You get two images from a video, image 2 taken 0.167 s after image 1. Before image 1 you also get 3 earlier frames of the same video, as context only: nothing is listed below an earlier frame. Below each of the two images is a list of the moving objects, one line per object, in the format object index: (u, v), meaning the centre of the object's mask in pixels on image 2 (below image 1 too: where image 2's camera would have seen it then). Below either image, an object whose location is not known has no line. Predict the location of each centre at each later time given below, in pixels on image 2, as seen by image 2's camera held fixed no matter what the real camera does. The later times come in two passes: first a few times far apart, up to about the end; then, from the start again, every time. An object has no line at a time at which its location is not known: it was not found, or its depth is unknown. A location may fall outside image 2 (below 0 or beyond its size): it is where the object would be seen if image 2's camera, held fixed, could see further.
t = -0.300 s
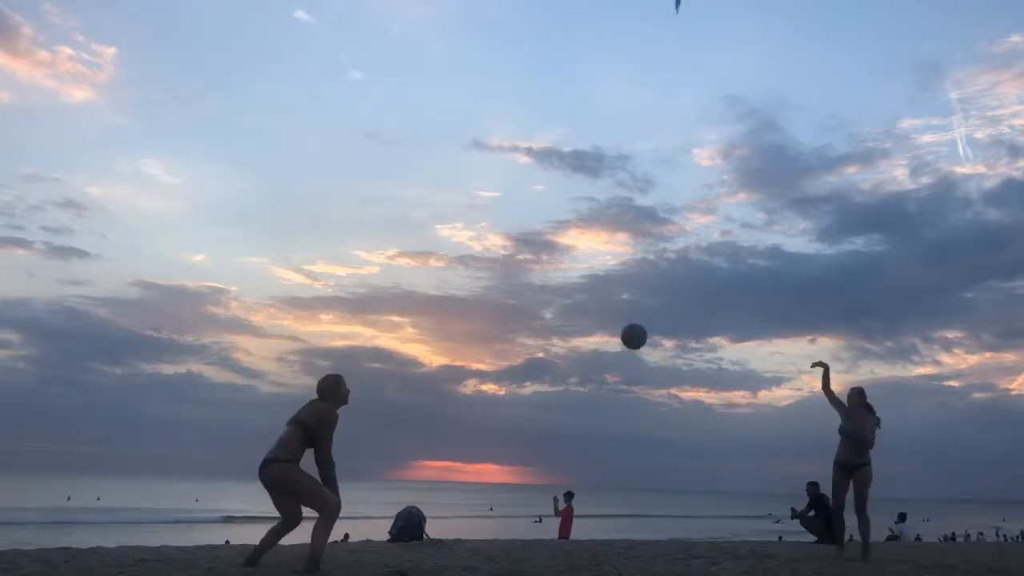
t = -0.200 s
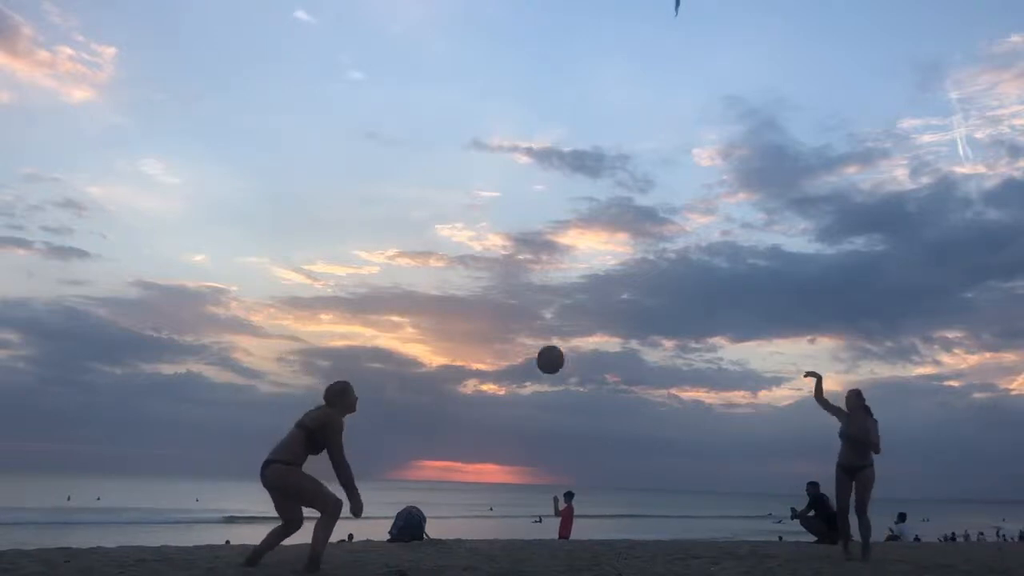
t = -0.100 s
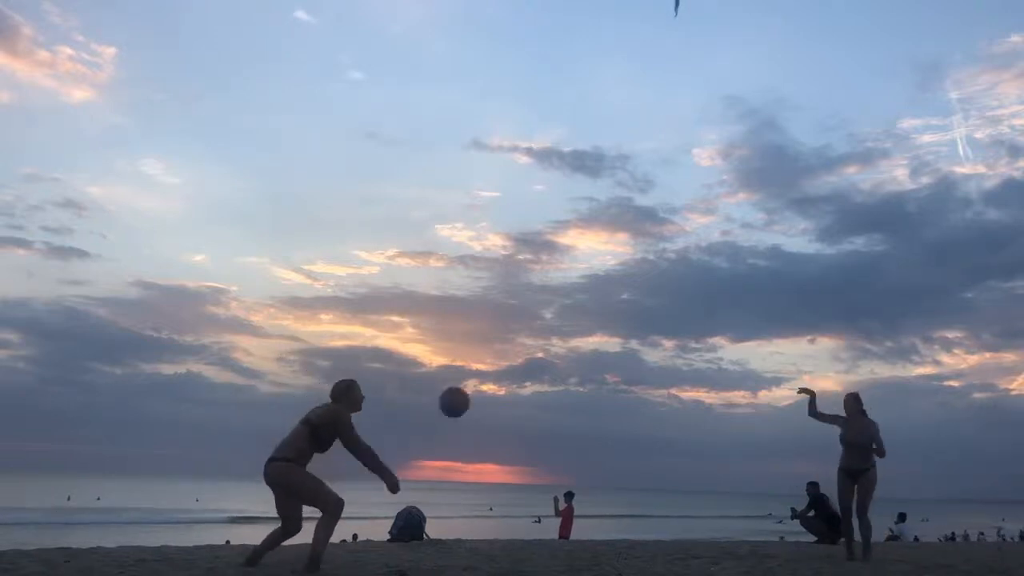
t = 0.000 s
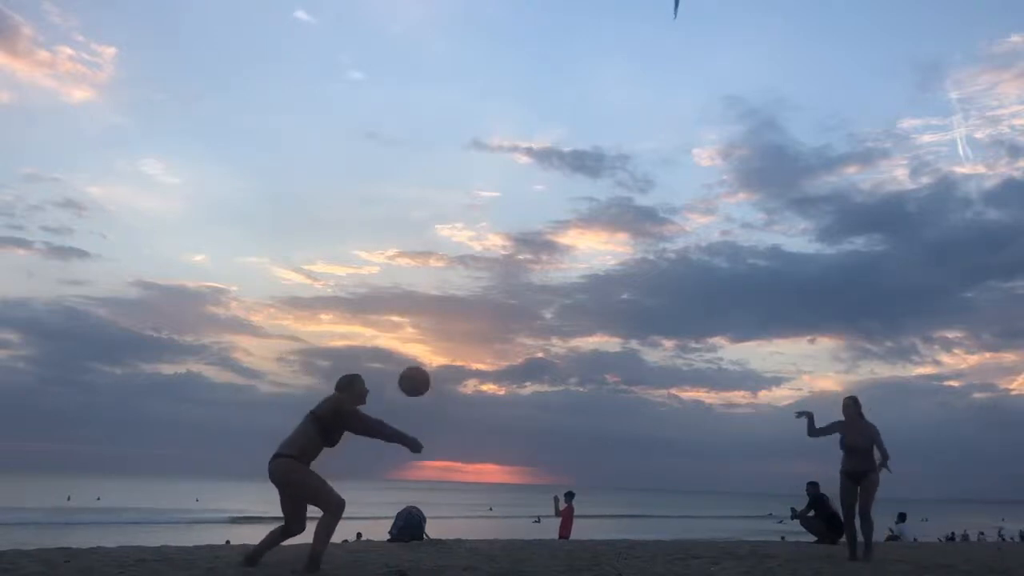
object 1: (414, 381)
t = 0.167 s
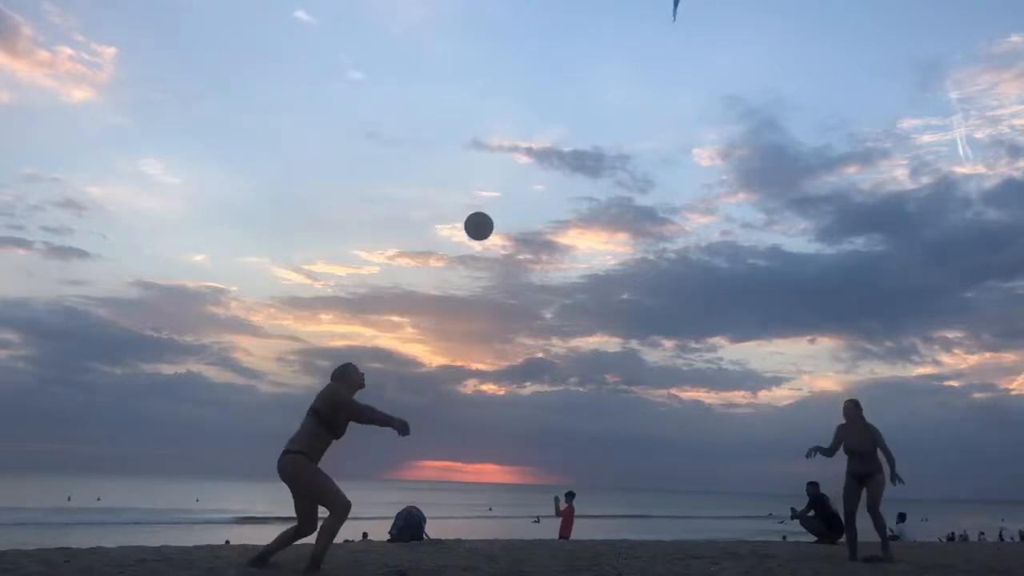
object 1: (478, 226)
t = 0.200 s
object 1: (490, 202)
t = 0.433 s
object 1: (561, 81)
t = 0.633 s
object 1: (614, 37)
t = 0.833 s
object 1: (660, 37)
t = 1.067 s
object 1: (709, 86)
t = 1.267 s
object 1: (748, 166)
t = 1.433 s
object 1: (781, 259)
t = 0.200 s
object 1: (490, 202)
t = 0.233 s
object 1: (501, 180)
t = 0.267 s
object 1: (512, 159)
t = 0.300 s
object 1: (522, 140)
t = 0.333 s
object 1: (533, 123)
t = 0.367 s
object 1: (543, 107)
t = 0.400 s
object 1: (552, 94)
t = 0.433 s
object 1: (561, 81)
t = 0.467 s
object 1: (571, 70)
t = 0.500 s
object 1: (580, 61)
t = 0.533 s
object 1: (588, 53)
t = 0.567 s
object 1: (597, 46)
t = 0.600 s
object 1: (606, 41)
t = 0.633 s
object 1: (614, 37)
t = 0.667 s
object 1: (622, 34)
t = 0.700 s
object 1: (630, 32)
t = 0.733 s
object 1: (637, 32)
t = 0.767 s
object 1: (645, 32)
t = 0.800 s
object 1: (652, 34)
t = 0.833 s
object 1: (660, 37)
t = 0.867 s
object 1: (667, 40)
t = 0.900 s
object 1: (674, 45)
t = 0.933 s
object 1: (681, 52)
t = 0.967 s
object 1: (688, 59)
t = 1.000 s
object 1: (695, 67)
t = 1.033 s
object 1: (702, 76)
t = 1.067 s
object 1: (709, 86)
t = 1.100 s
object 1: (715, 97)
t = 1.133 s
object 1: (722, 108)
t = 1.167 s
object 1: (729, 121)
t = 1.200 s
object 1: (735, 135)
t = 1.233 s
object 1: (742, 150)
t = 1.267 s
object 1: (748, 166)
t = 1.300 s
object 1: (755, 182)
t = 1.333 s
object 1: (761, 200)
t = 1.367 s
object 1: (768, 218)
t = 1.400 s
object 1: (774, 238)
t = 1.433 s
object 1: (781, 259)
